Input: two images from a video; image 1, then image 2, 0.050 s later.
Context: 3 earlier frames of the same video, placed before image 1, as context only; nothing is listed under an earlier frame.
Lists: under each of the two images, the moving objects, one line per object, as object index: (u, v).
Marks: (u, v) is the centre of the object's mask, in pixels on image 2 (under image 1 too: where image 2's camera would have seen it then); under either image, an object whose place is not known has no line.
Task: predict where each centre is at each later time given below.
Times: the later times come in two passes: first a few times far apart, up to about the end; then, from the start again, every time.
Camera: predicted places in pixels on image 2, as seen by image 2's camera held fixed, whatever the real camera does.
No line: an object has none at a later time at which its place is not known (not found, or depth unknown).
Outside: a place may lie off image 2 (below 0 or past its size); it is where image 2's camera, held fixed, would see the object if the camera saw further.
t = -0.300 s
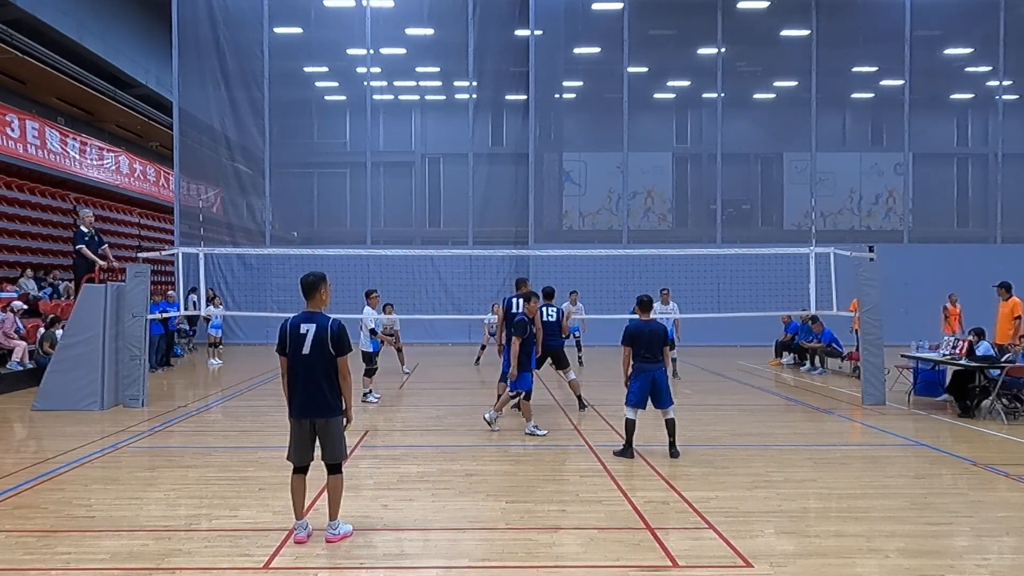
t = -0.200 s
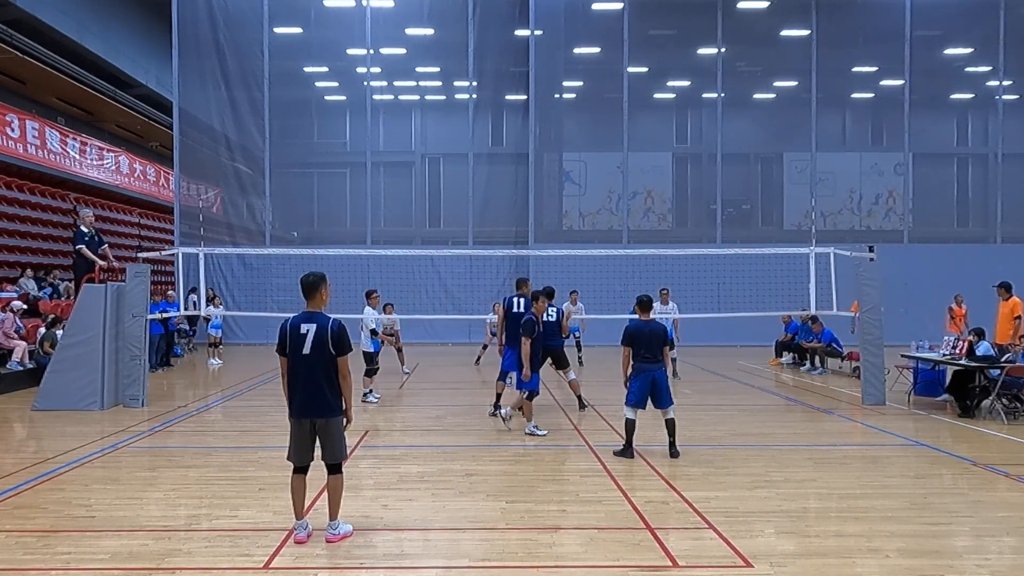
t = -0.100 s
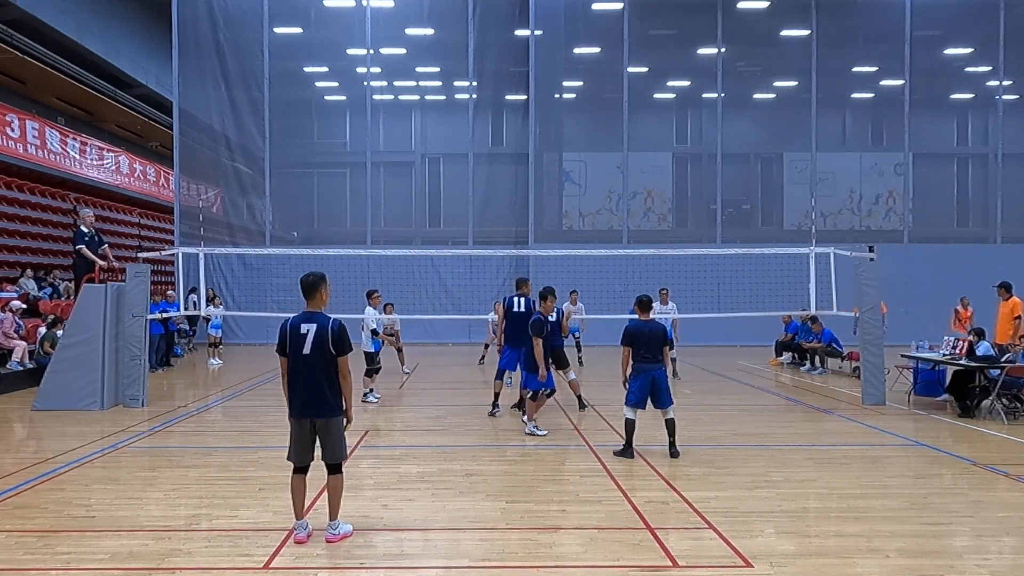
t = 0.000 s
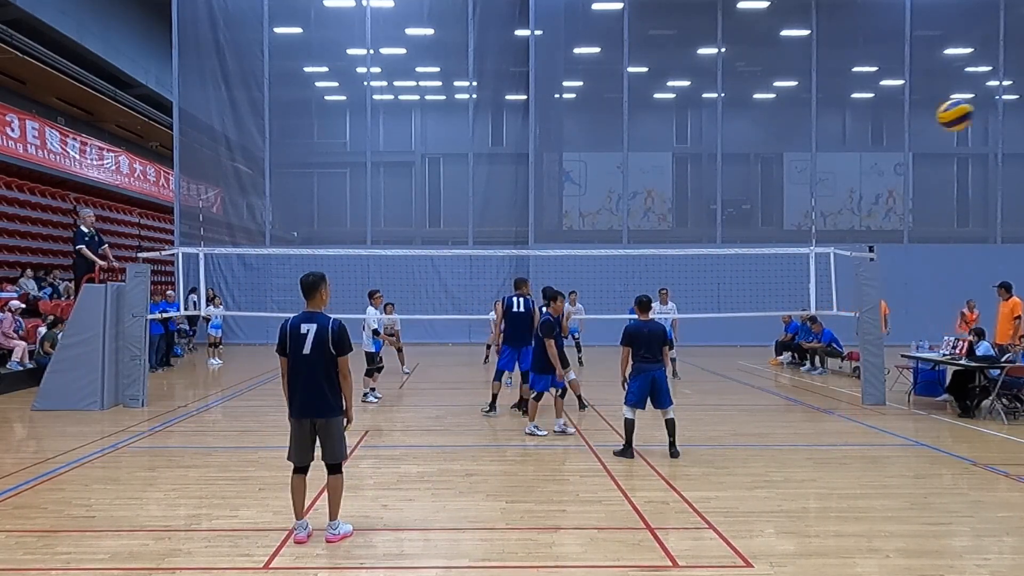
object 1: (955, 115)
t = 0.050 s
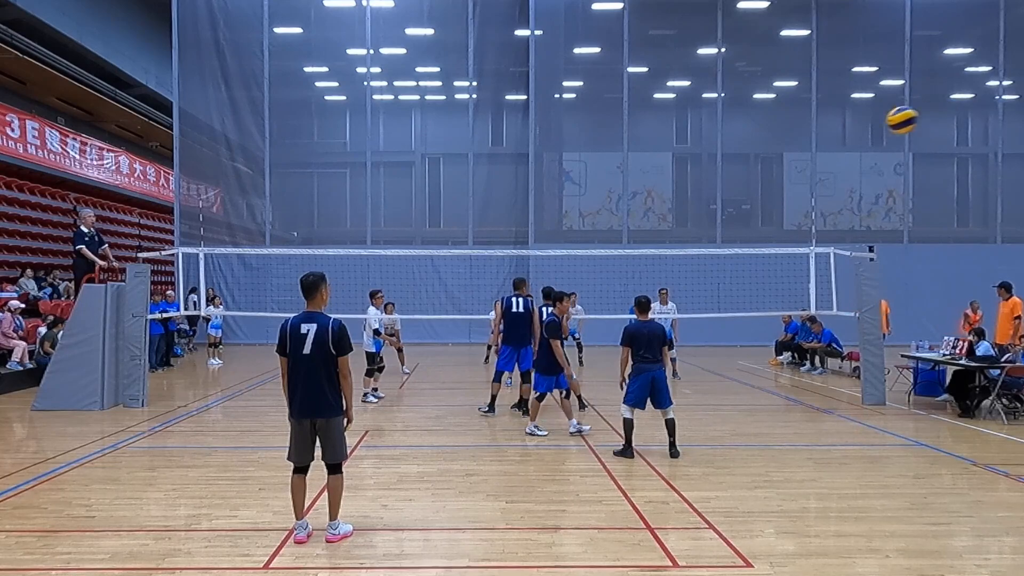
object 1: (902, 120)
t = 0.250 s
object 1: (775, 156)
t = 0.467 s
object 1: (710, 206)
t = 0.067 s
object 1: (887, 122)
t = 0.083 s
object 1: (873, 124)
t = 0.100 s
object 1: (860, 127)
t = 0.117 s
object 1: (848, 129)
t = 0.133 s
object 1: (836, 132)
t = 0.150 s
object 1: (826, 135)
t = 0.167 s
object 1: (816, 138)
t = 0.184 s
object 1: (807, 142)
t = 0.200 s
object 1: (798, 145)
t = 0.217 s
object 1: (790, 149)
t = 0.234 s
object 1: (782, 152)
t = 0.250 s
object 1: (775, 156)
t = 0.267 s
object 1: (768, 160)
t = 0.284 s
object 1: (762, 164)
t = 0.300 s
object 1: (756, 168)
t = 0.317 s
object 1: (750, 172)
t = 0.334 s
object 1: (745, 176)
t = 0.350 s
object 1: (740, 179)
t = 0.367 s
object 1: (734, 183)
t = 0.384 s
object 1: (730, 187)
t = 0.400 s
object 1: (725, 191)
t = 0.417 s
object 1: (722, 195)
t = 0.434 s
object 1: (717, 199)
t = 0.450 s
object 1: (714, 202)
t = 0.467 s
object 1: (710, 206)
